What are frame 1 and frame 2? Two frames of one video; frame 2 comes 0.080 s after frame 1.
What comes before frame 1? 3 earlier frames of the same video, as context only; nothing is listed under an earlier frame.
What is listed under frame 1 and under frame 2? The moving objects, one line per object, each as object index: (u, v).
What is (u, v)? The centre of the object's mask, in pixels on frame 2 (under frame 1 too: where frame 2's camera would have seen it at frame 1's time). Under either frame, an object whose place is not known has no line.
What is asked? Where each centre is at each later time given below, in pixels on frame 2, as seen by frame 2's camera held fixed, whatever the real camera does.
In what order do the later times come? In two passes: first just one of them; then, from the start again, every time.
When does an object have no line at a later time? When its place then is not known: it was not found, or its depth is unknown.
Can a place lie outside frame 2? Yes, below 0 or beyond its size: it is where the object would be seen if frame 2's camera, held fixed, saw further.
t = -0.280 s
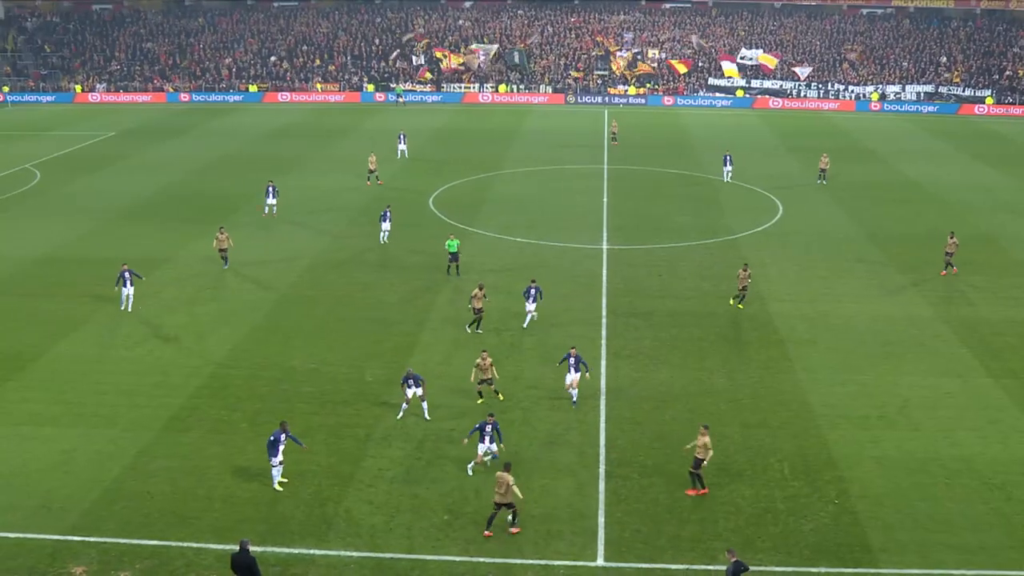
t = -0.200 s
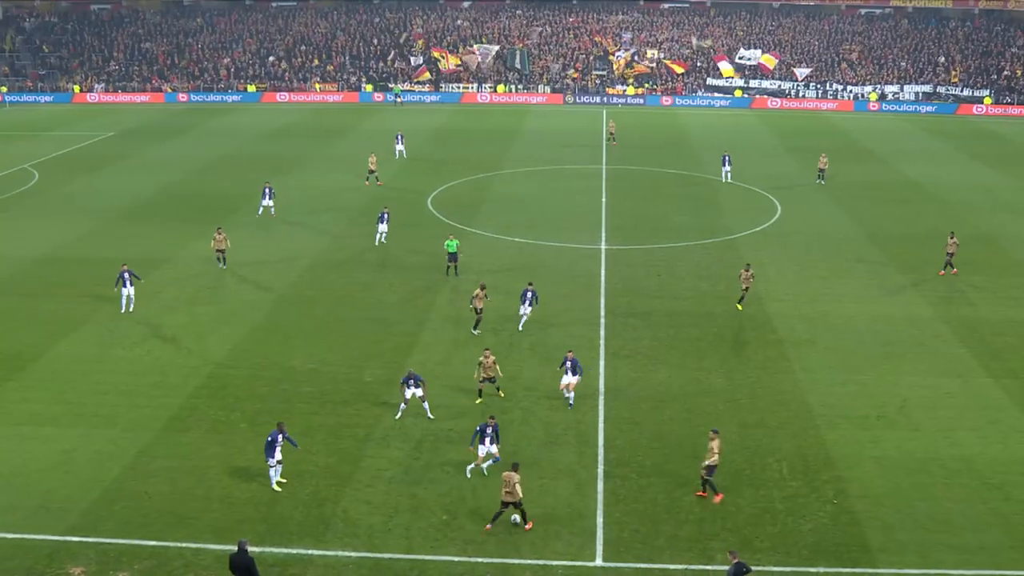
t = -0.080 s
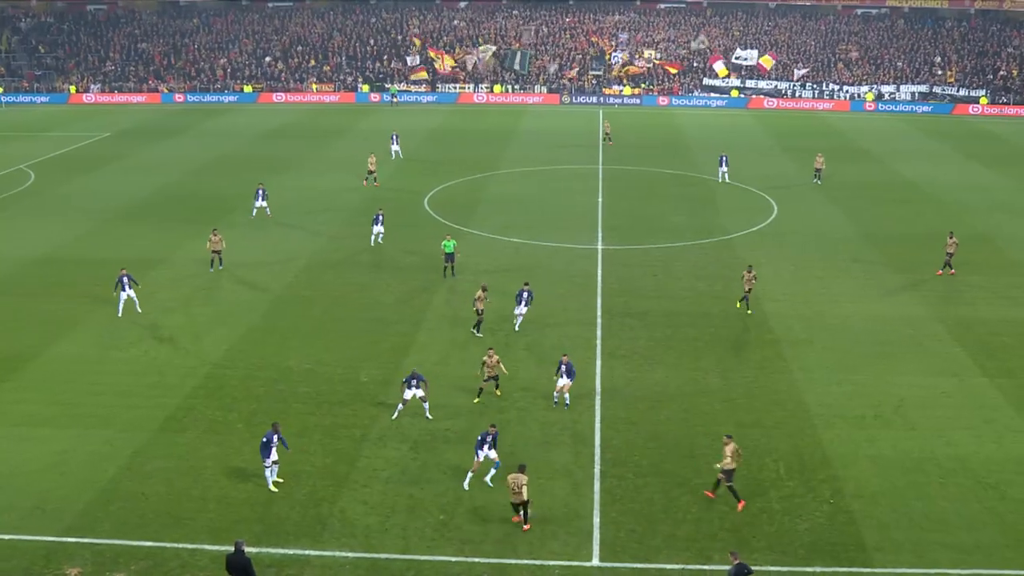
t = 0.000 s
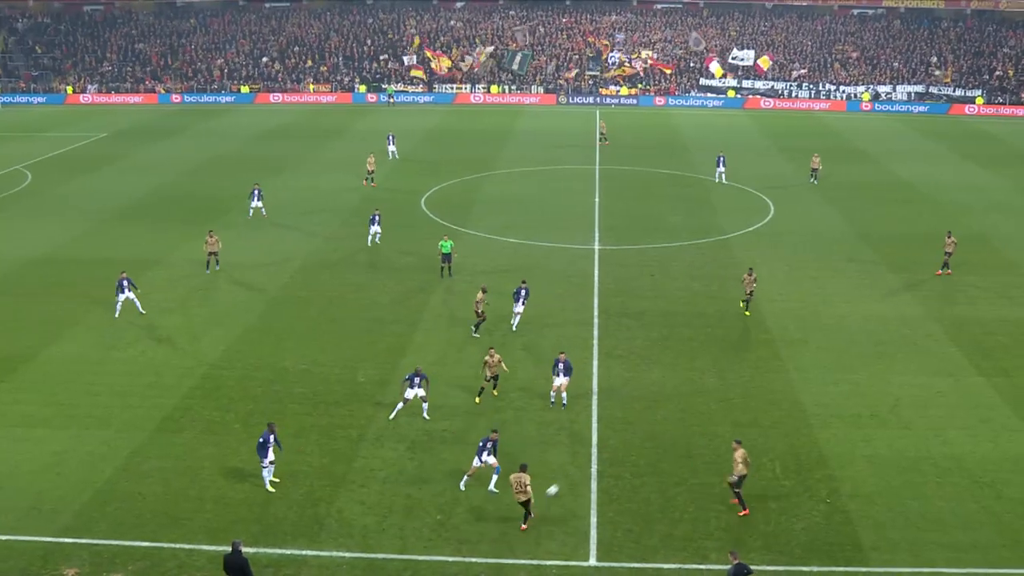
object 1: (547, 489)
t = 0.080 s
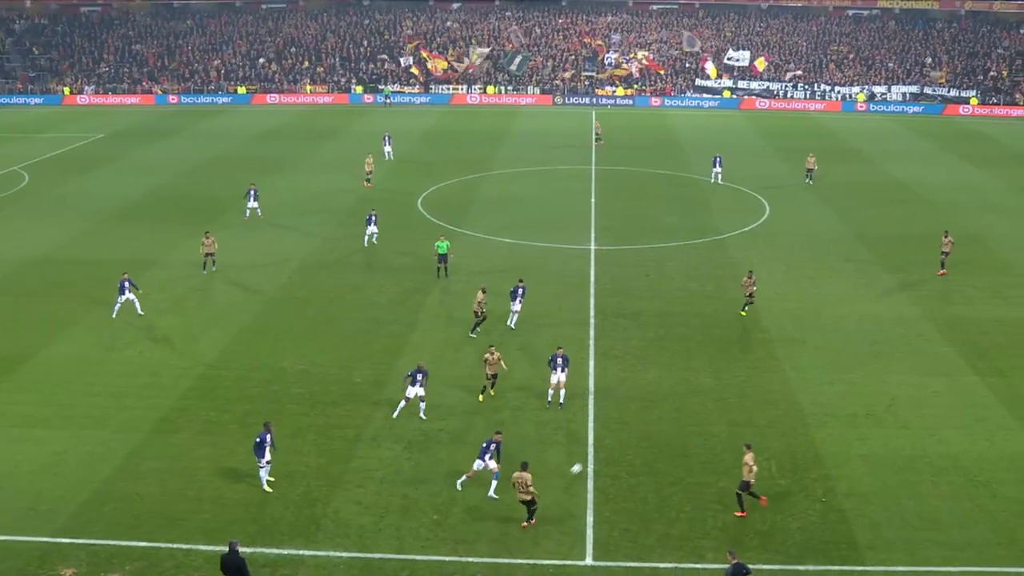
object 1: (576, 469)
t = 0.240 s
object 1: (626, 433)
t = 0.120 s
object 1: (590, 459)
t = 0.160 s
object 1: (602, 450)
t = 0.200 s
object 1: (614, 442)
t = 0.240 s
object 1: (626, 433)
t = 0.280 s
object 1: (637, 425)
